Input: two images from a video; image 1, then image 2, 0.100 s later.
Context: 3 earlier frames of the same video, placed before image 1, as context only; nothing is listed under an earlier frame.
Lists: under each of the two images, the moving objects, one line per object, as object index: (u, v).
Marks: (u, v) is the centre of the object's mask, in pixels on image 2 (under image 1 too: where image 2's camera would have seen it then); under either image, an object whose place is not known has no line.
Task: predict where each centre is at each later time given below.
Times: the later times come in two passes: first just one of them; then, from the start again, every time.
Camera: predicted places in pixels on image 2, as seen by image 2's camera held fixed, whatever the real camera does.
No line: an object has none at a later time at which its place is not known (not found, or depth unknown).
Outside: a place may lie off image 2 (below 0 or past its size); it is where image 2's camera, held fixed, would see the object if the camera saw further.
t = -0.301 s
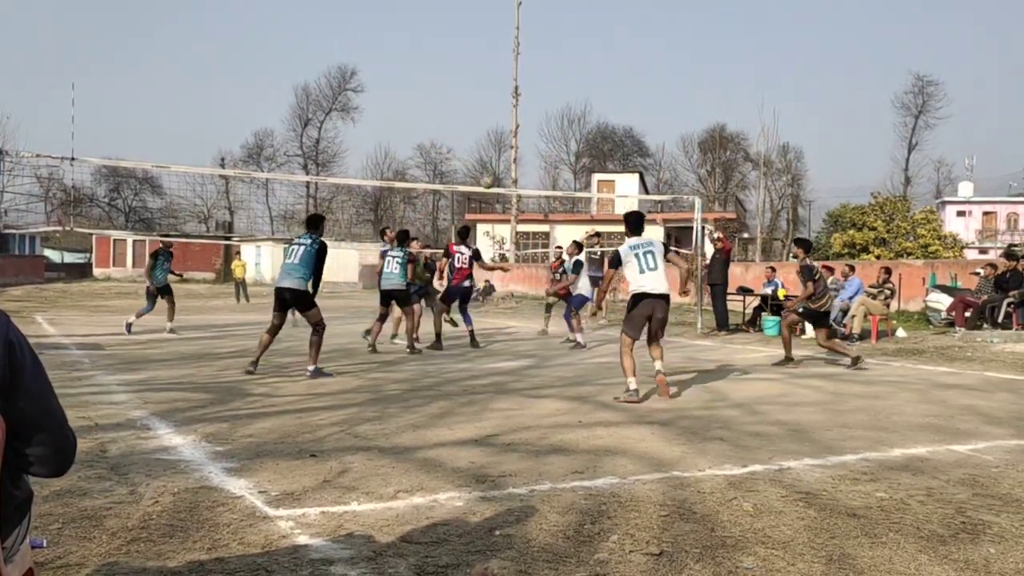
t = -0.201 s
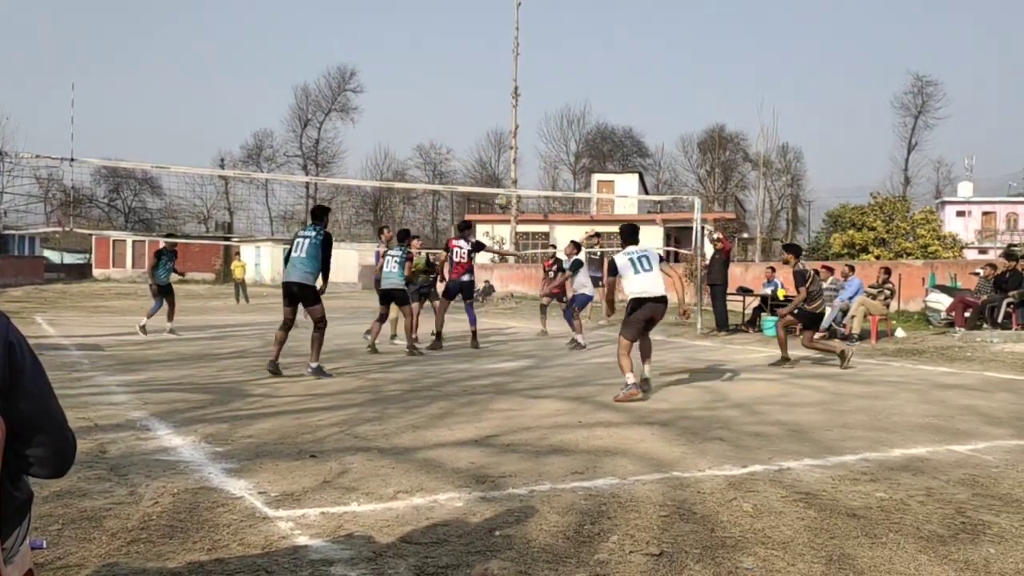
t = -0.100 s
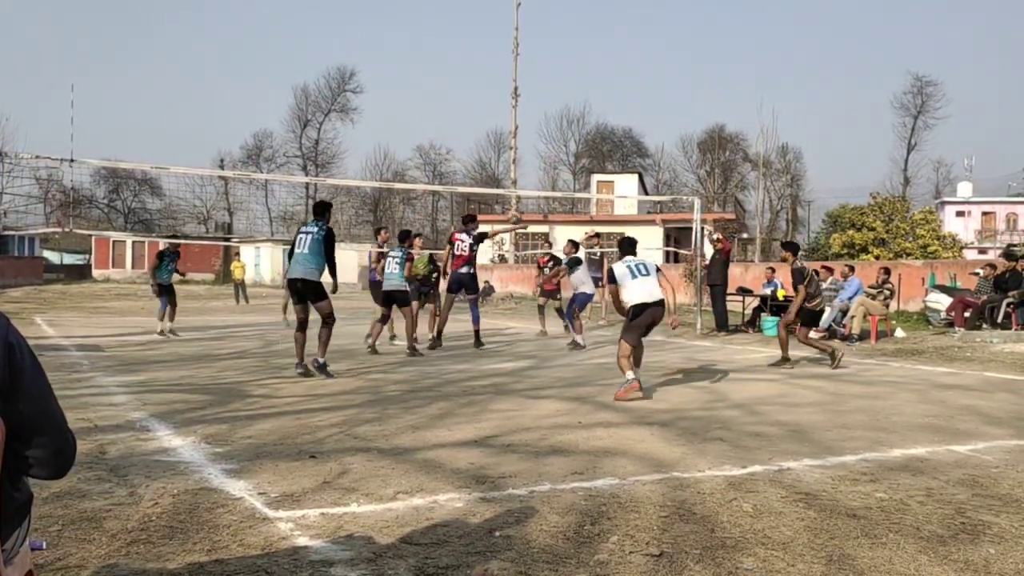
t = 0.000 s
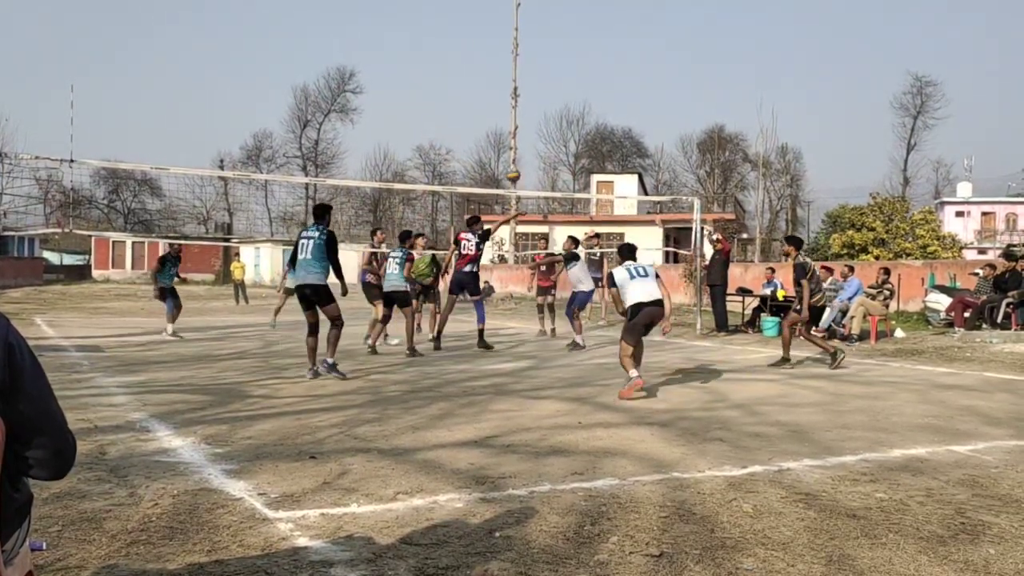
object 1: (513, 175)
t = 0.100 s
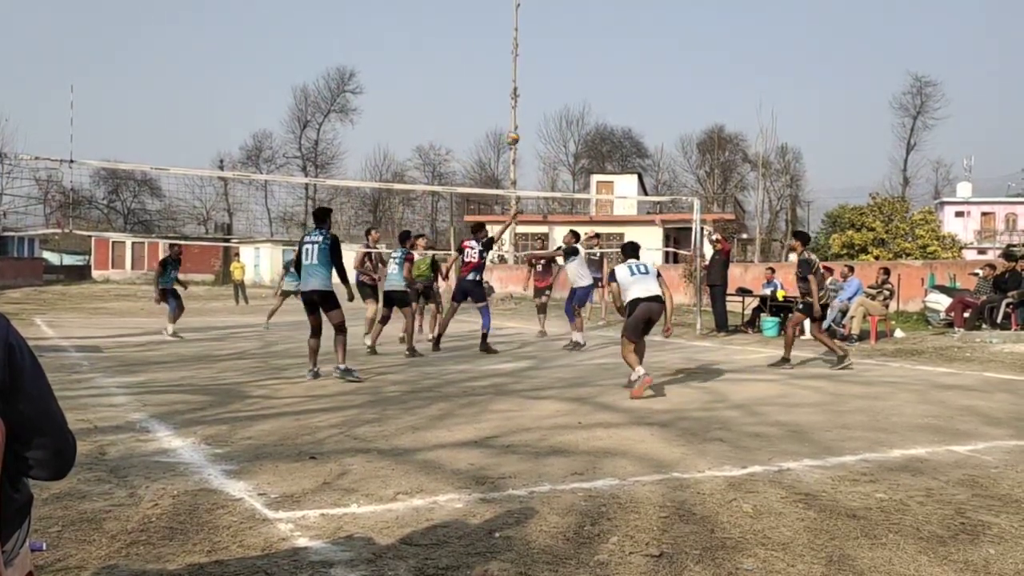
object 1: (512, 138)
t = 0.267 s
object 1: (510, 91)
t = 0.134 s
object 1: (512, 127)
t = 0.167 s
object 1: (511, 117)
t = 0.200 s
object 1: (510, 108)
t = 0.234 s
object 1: (510, 99)
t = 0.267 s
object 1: (510, 91)
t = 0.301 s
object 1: (509, 84)
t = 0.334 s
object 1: (509, 78)
